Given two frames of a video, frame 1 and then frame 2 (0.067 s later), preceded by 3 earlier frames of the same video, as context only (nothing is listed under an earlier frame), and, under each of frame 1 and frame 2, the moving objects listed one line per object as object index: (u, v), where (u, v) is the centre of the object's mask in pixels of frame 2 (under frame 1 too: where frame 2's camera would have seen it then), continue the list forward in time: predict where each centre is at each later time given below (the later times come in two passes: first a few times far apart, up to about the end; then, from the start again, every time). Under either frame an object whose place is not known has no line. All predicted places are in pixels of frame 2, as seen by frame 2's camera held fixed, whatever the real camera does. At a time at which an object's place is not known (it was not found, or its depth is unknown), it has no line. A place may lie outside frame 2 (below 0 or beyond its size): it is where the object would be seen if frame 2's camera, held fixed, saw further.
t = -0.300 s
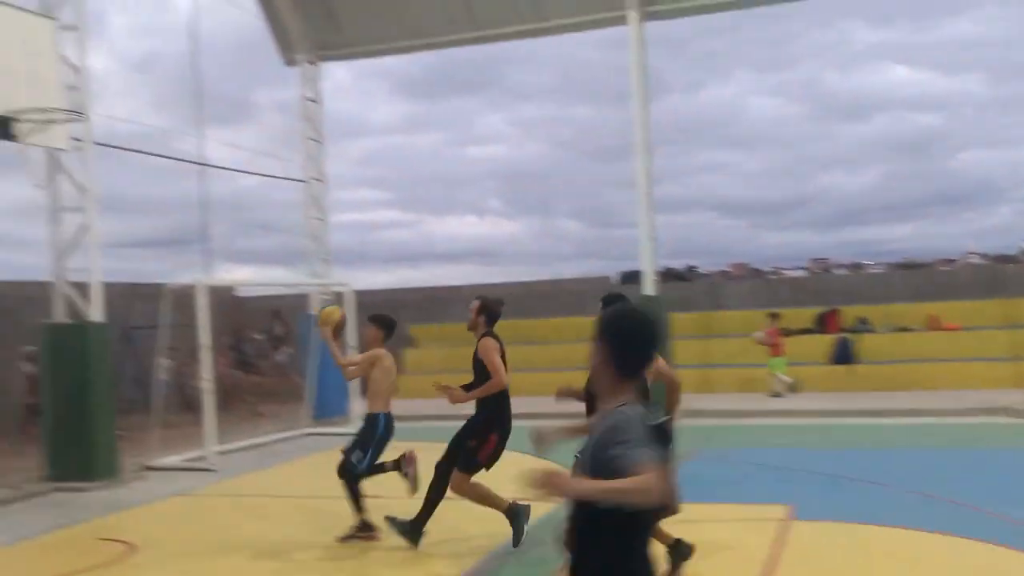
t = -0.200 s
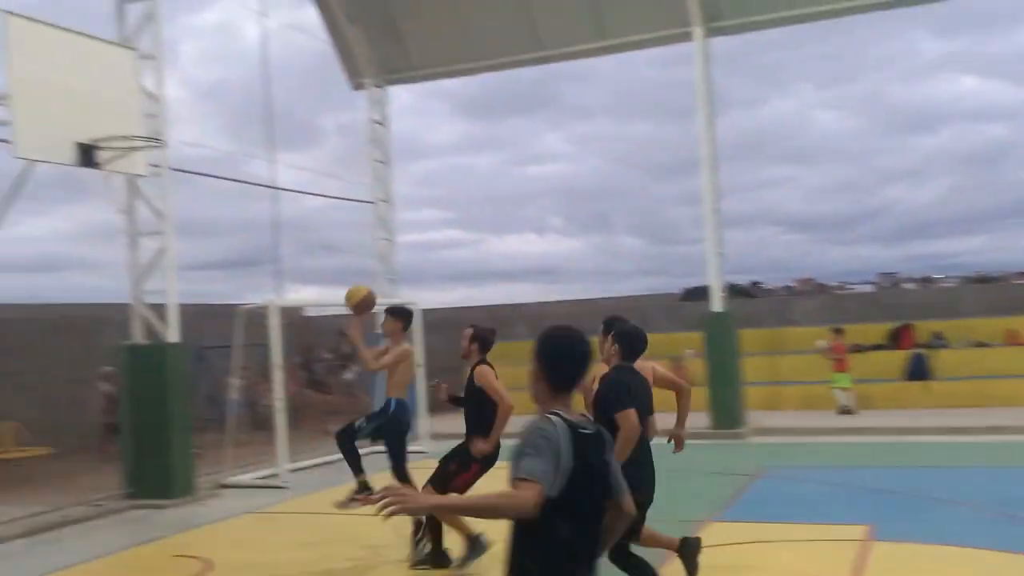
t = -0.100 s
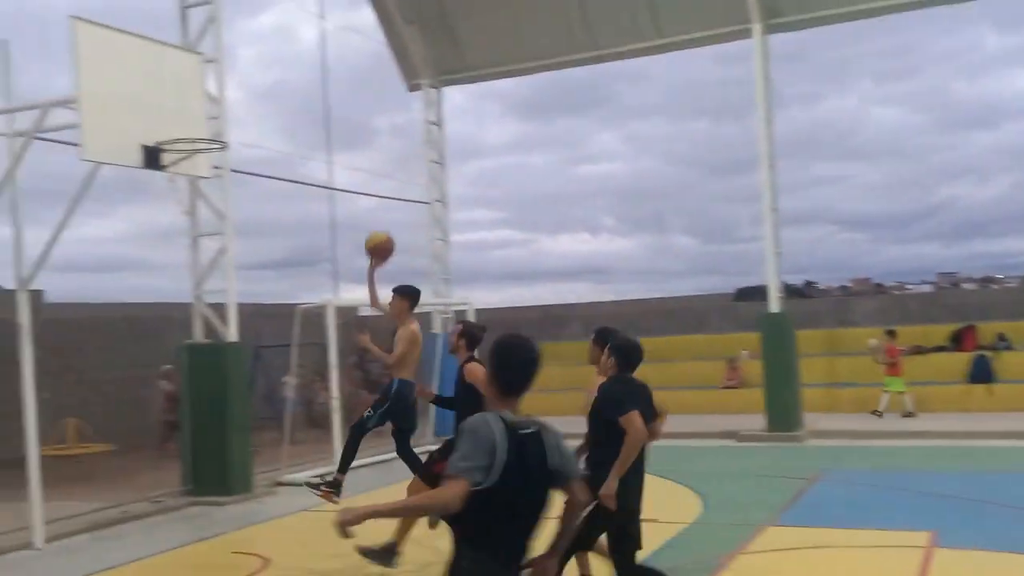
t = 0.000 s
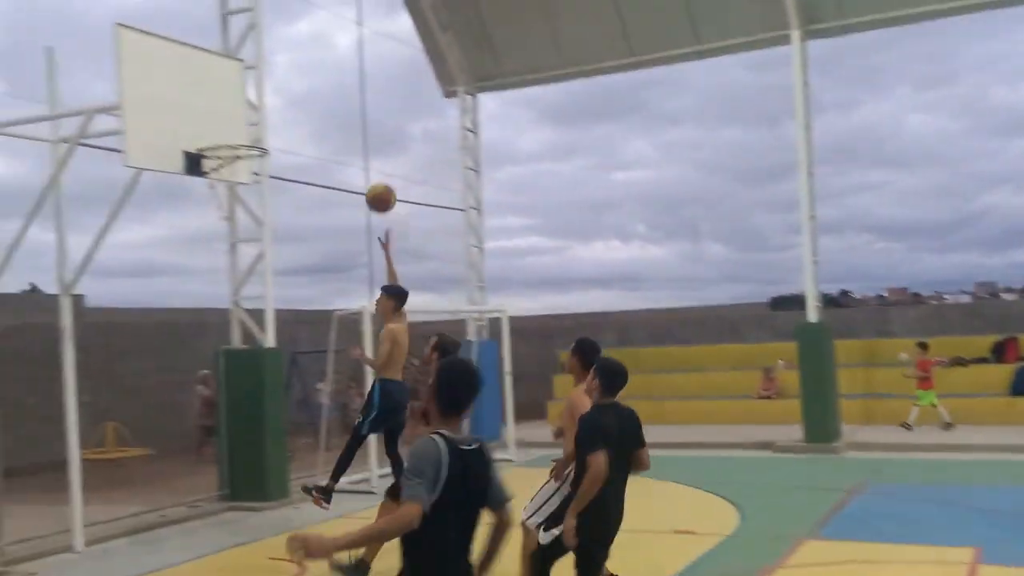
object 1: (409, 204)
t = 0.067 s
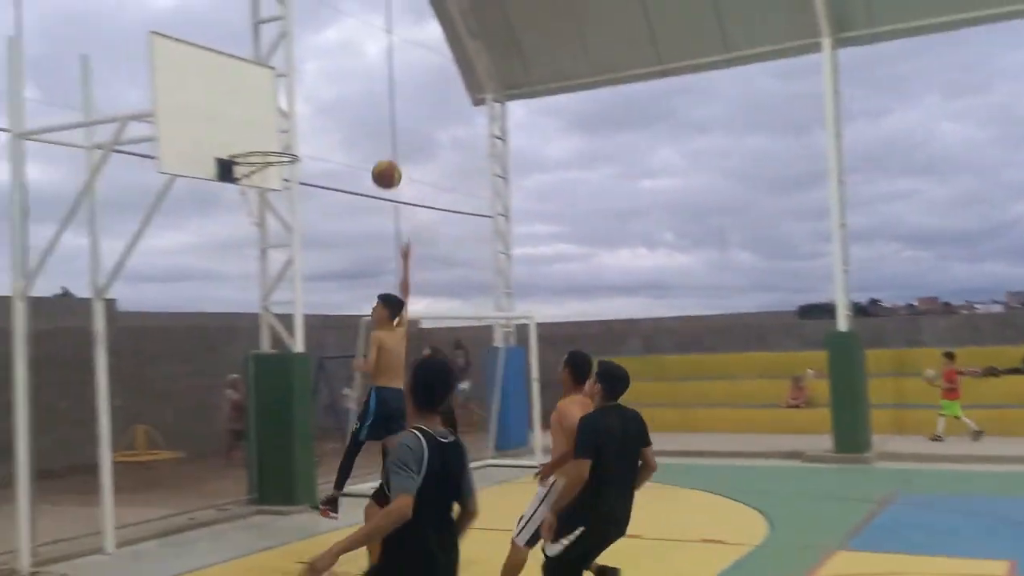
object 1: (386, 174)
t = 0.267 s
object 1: (317, 118)
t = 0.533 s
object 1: (255, 112)
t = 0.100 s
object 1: (375, 161)
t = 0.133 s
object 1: (363, 150)
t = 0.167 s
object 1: (352, 140)
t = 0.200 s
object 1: (340, 131)
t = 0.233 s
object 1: (328, 124)
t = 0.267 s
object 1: (317, 118)
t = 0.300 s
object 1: (306, 113)
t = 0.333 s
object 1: (295, 110)
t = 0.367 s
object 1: (284, 108)
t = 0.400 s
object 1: (273, 107)
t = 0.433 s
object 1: (262, 108)
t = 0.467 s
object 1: (250, 110)
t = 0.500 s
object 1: (252, 111)
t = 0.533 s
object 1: (255, 112)
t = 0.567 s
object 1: (258, 115)
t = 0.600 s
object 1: (261, 120)
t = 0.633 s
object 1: (263, 126)
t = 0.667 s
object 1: (266, 133)
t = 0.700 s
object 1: (270, 141)
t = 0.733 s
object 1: (272, 152)
